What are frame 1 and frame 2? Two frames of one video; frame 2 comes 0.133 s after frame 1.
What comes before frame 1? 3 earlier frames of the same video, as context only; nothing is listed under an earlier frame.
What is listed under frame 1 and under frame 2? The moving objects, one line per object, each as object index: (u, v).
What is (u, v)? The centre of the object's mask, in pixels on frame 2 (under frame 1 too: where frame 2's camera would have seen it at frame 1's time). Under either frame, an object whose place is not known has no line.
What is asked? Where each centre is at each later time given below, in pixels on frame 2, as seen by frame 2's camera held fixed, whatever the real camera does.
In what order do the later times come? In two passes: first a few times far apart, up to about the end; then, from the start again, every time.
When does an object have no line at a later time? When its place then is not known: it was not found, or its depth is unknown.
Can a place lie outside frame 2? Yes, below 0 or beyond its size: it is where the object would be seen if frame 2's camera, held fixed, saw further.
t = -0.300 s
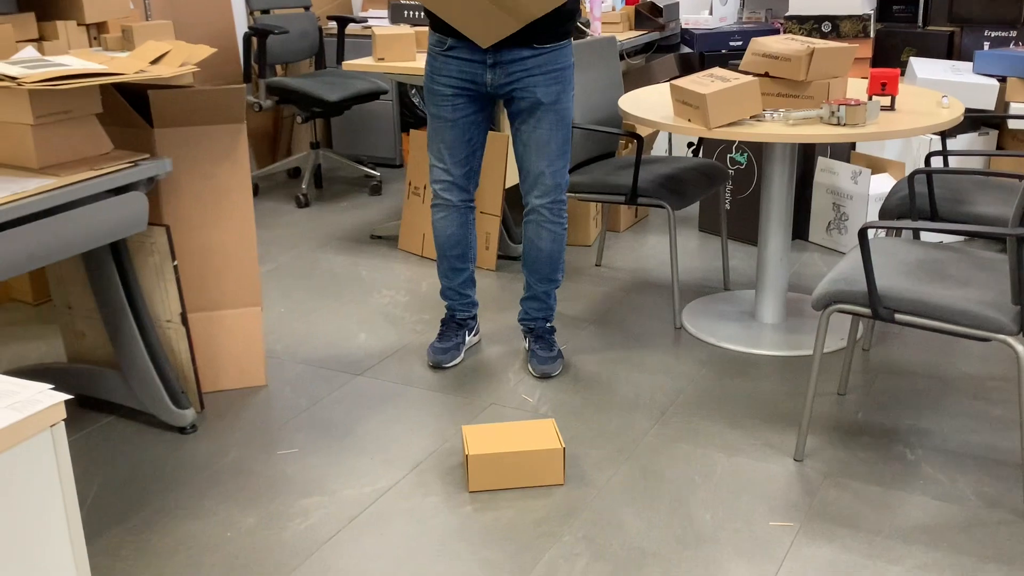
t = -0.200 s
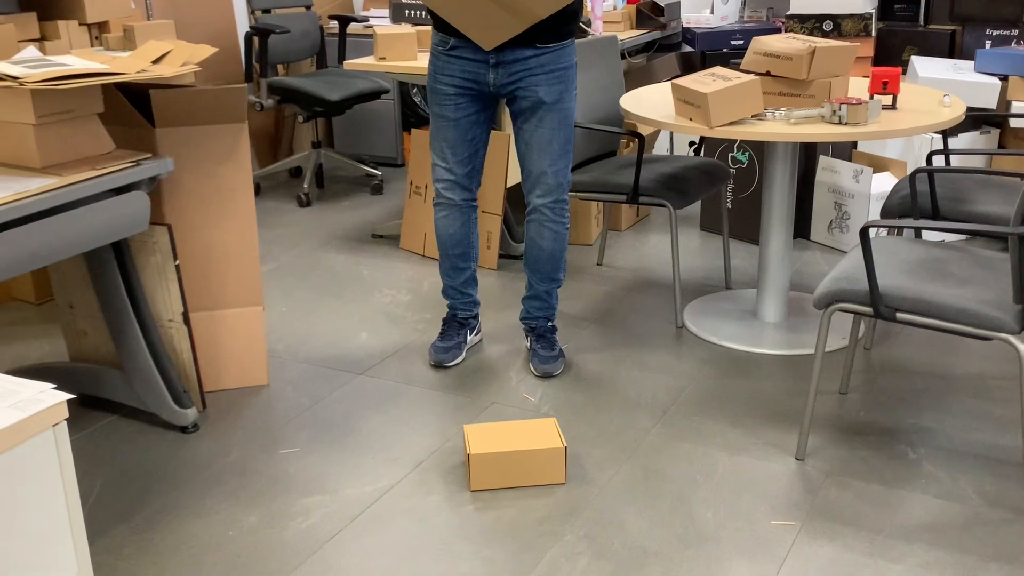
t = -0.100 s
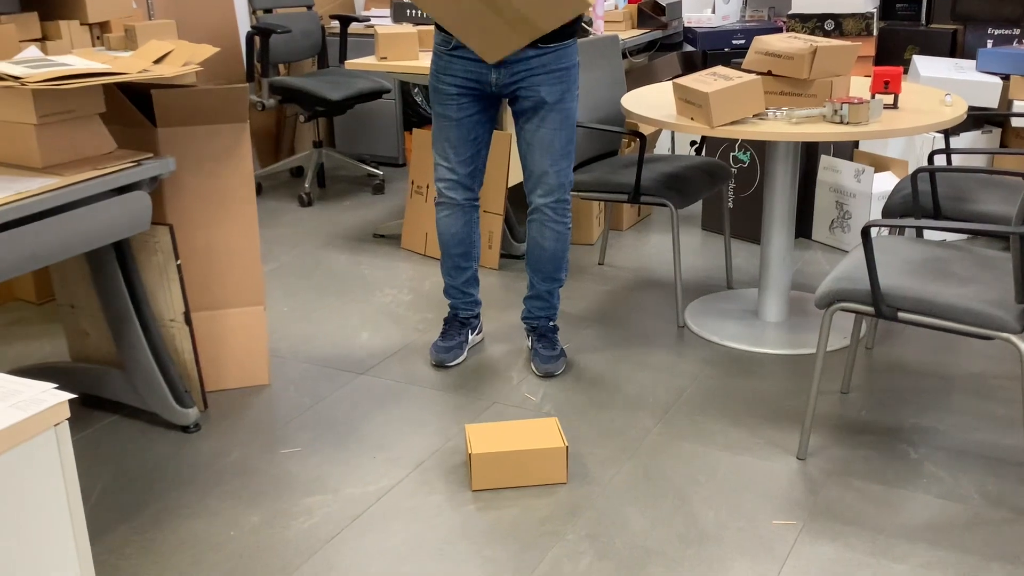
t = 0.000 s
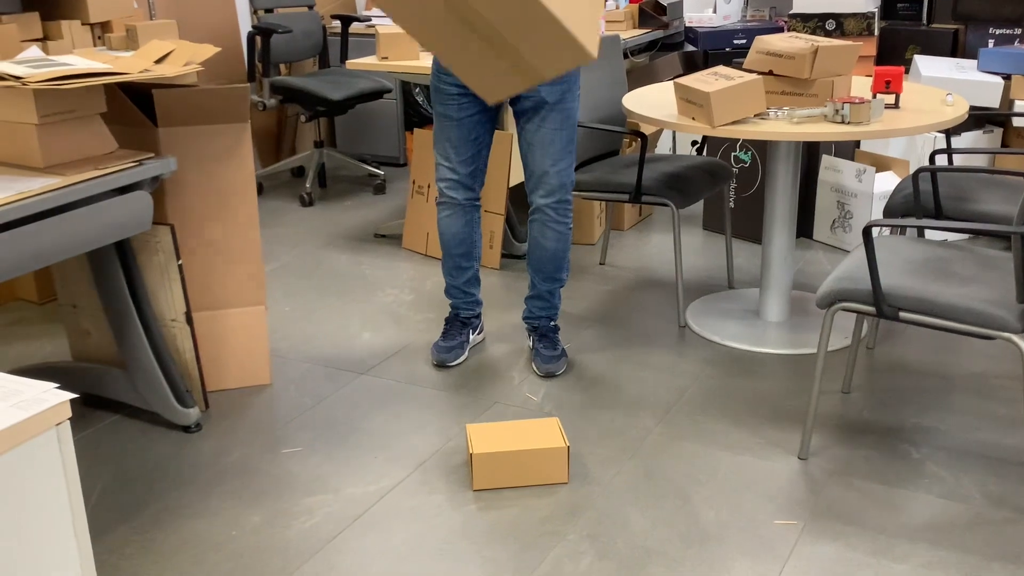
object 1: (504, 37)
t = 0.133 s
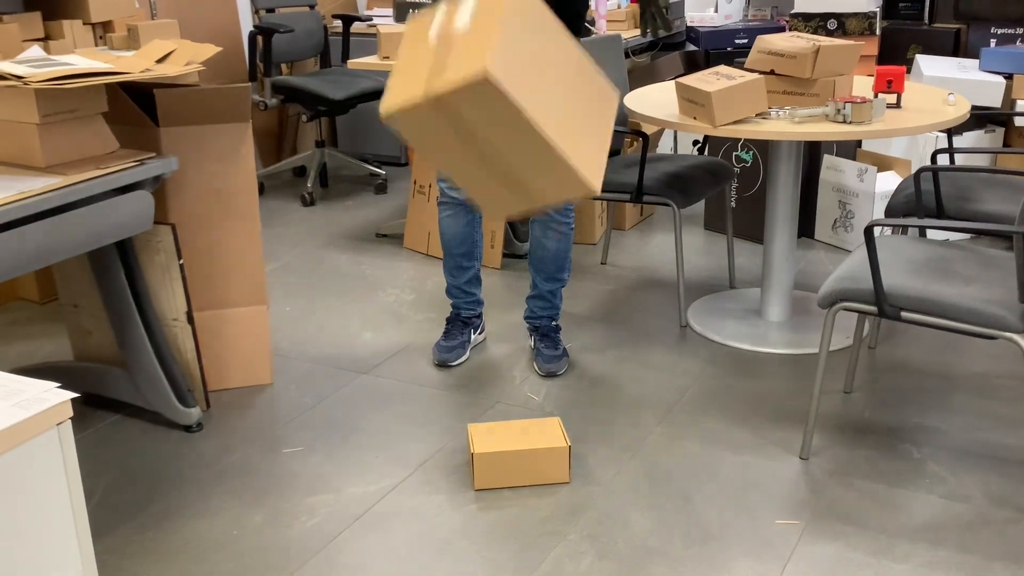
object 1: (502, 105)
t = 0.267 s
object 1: (515, 295)
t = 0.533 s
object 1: (514, 447)
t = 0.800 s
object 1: (512, 491)
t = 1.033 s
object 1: (511, 492)
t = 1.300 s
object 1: (512, 491)
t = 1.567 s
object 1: (512, 492)
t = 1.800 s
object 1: (511, 494)
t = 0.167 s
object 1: (505, 144)
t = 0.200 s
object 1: (507, 191)
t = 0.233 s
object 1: (510, 241)
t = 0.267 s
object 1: (515, 295)
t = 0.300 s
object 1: (519, 347)
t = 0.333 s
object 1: (518, 377)
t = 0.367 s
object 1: (518, 385)
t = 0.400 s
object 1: (517, 390)
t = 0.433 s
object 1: (515, 405)
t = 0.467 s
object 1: (514, 414)
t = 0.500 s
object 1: (514, 429)
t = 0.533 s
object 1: (514, 447)
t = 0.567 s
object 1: (514, 459)
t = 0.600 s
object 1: (514, 466)
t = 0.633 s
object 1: (514, 474)
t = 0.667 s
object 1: (514, 481)
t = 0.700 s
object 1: (514, 488)
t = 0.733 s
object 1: (513, 490)
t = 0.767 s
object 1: (513, 491)
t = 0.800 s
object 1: (512, 491)
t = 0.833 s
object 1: (512, 492)
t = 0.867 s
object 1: (512, 492)
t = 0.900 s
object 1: (512, 492)
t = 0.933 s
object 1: (512, 492)
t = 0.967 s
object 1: (511, 492)
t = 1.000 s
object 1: (511, 492)
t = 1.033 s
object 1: (511, 492)
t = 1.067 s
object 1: (512, 491)
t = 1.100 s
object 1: (512, 491)
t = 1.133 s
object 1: (512, 491)
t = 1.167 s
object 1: (512, 491)
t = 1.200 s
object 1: (512, 491)
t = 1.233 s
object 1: (512, 491)
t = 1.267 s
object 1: (512, 491)
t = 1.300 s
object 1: (512, 491)
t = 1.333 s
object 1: (512, 491)
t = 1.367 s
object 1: (512, 491)
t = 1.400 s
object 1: (512, 491)
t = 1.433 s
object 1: (512, 492)
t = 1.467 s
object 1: (512, 492)
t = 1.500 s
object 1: (512, 492)
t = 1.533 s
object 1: (512, 492)
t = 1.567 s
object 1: (512, 492)
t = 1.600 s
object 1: (512, 493)
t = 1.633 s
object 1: (511, 493)
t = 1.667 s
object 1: (511, 493)
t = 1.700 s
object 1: (511, 493)
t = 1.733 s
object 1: (511, 494)
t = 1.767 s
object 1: (511, 494)
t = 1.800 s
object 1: (511, 494)
